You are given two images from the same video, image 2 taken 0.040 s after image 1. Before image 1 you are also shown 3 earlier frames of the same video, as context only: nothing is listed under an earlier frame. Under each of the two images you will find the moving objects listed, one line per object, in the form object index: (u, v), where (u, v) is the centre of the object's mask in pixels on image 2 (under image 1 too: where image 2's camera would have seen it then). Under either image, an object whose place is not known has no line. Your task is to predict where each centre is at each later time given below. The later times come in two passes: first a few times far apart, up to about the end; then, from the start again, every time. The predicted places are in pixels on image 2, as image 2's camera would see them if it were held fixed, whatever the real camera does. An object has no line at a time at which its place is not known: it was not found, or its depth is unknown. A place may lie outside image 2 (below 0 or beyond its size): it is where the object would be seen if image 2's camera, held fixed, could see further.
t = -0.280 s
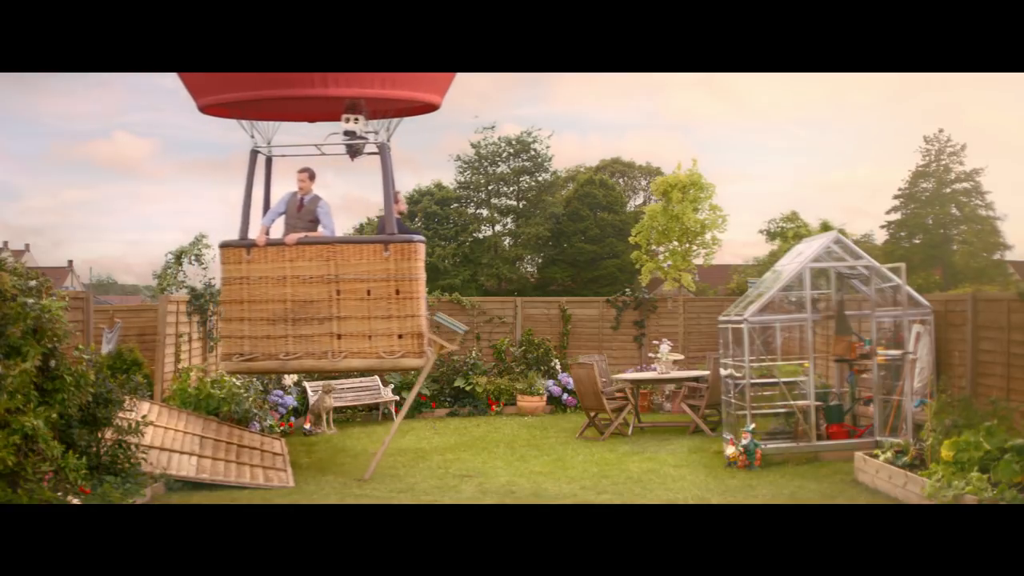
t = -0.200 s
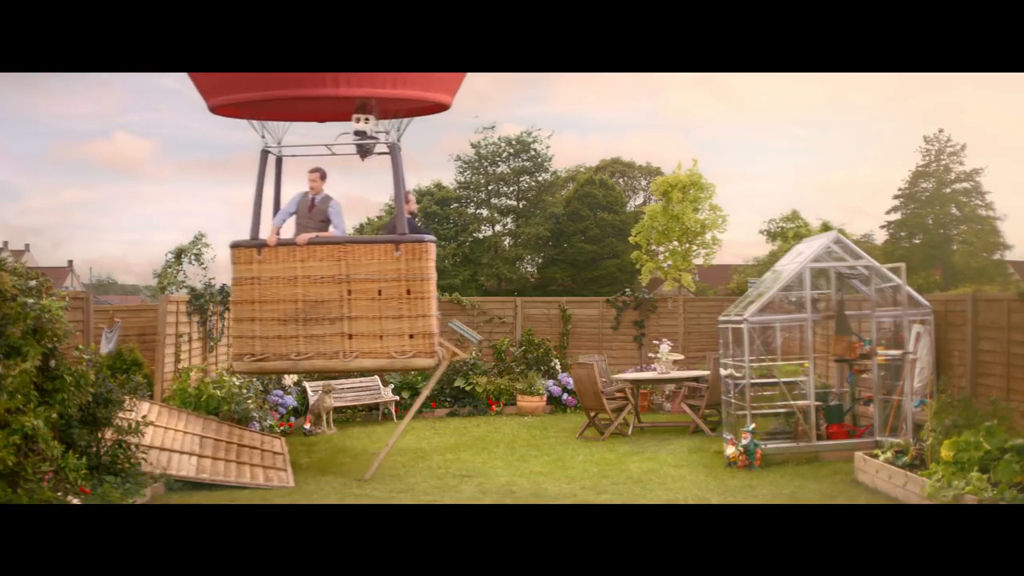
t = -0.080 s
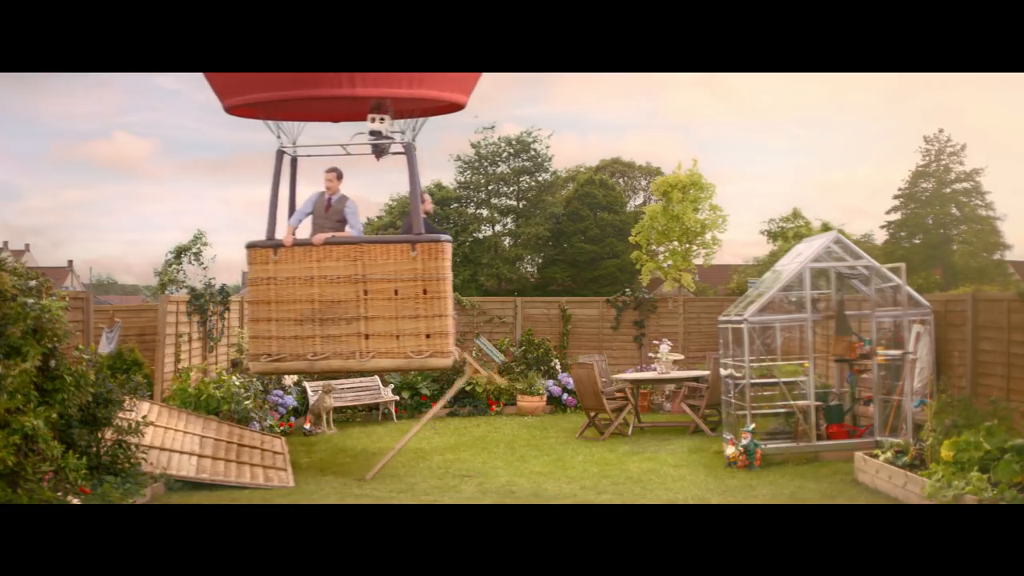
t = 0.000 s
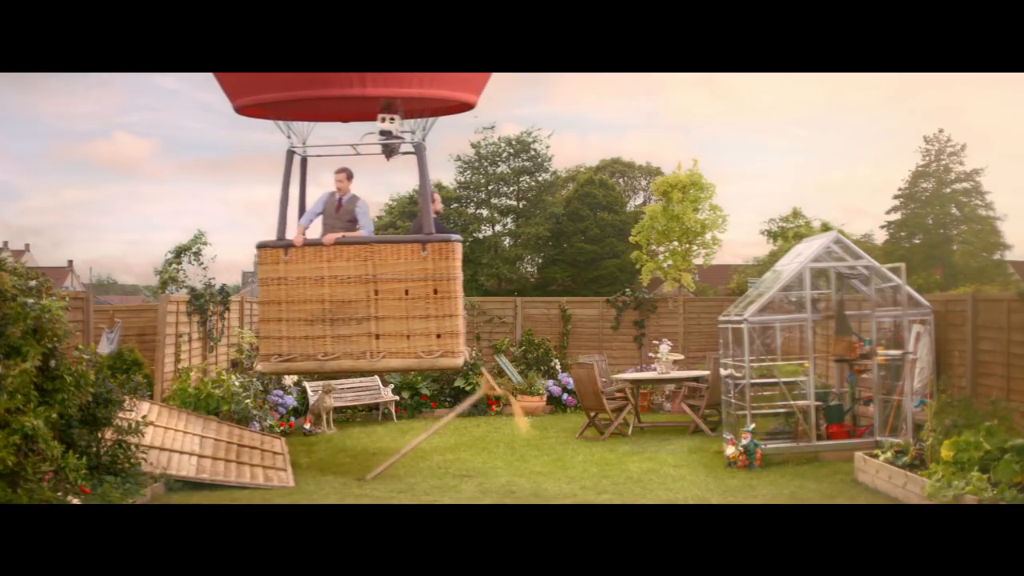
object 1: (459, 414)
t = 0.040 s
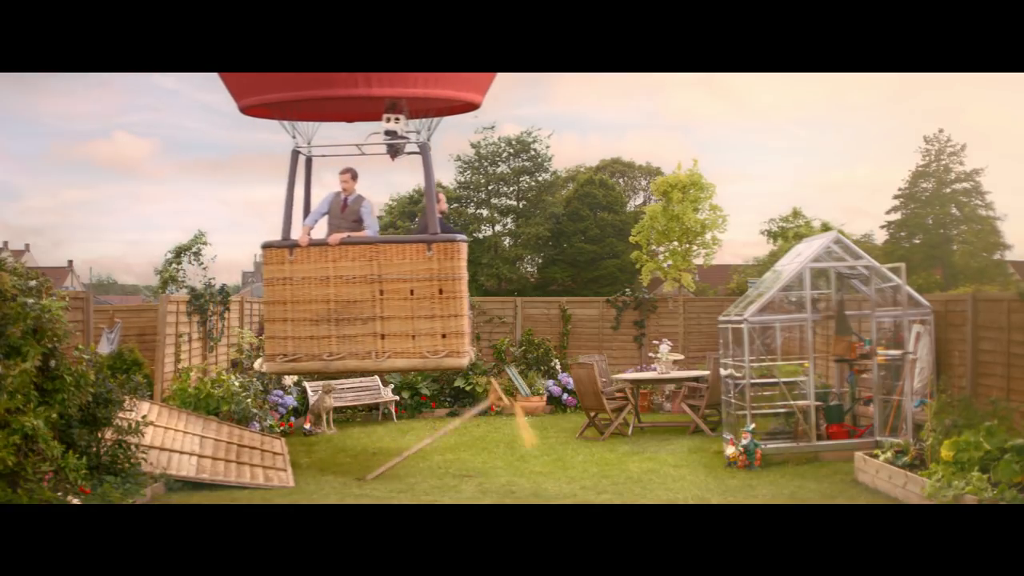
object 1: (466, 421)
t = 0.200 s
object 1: (488, 462)
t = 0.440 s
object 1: (488, 464)
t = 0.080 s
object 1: (476, 429)
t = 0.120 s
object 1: (475, 442)
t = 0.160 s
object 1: (478, 454)
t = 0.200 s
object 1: (488, 462)
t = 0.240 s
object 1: (485, 464)
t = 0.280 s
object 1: (482, 463)
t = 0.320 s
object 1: (481, 462)
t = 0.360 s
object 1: (483, 462)
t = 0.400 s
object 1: (490, 463)
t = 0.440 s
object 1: (488, 464)
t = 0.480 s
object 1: (486, 466)
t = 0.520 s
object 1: (483, 468)
